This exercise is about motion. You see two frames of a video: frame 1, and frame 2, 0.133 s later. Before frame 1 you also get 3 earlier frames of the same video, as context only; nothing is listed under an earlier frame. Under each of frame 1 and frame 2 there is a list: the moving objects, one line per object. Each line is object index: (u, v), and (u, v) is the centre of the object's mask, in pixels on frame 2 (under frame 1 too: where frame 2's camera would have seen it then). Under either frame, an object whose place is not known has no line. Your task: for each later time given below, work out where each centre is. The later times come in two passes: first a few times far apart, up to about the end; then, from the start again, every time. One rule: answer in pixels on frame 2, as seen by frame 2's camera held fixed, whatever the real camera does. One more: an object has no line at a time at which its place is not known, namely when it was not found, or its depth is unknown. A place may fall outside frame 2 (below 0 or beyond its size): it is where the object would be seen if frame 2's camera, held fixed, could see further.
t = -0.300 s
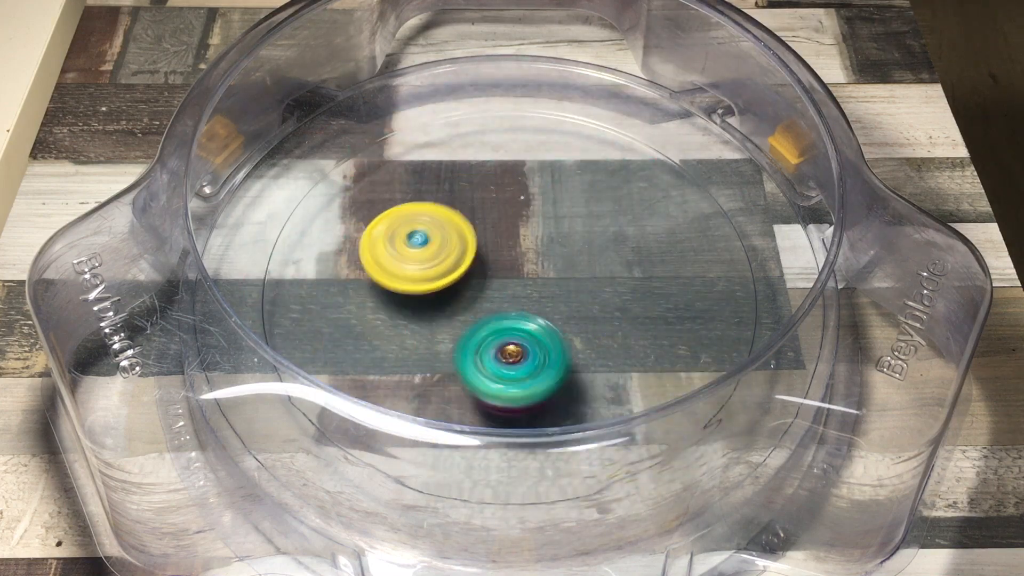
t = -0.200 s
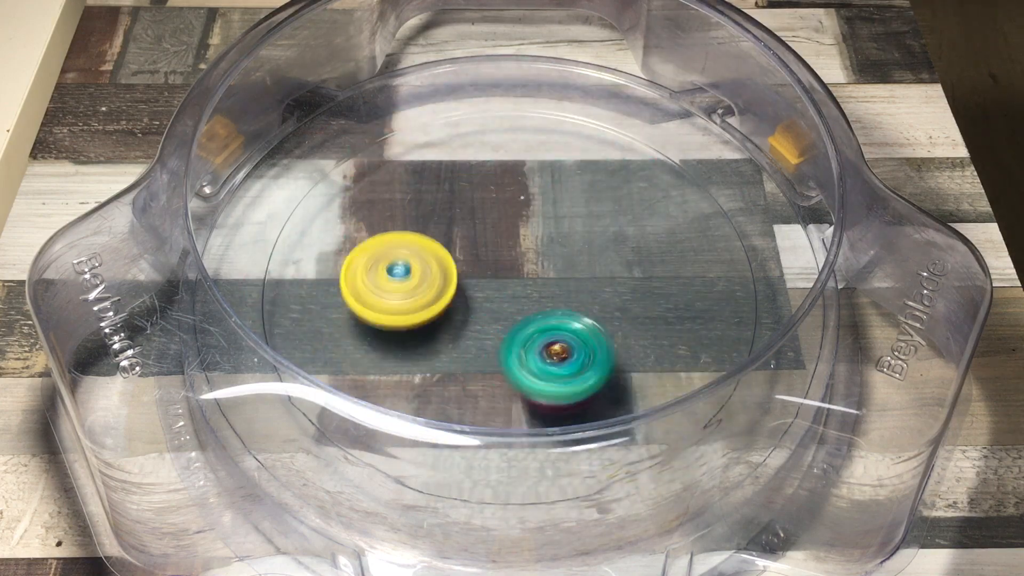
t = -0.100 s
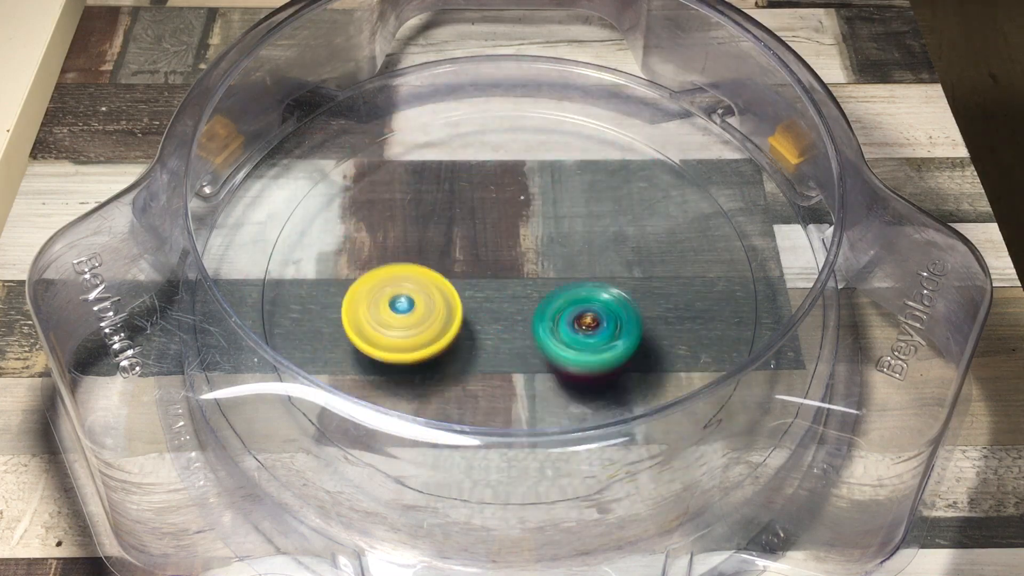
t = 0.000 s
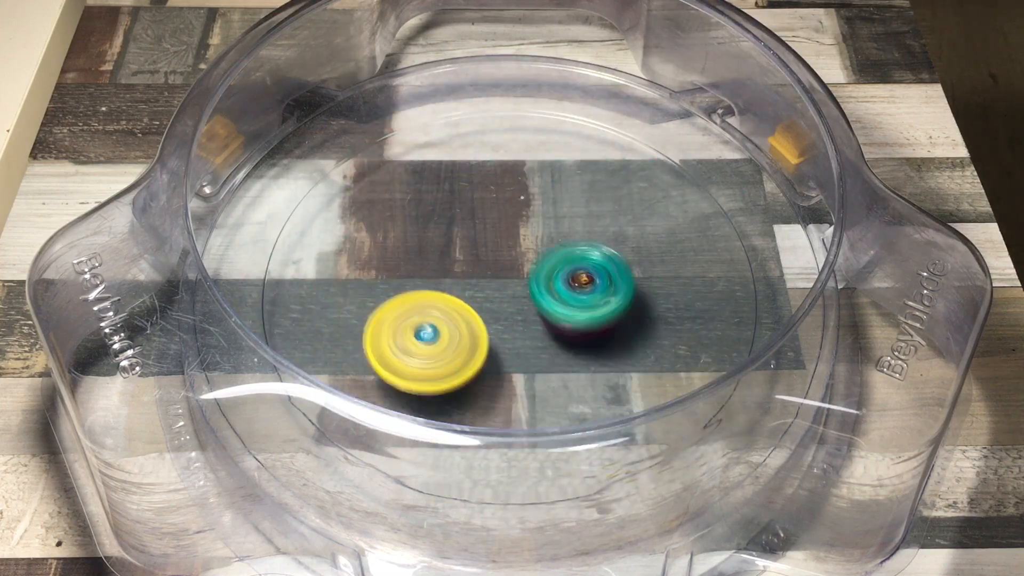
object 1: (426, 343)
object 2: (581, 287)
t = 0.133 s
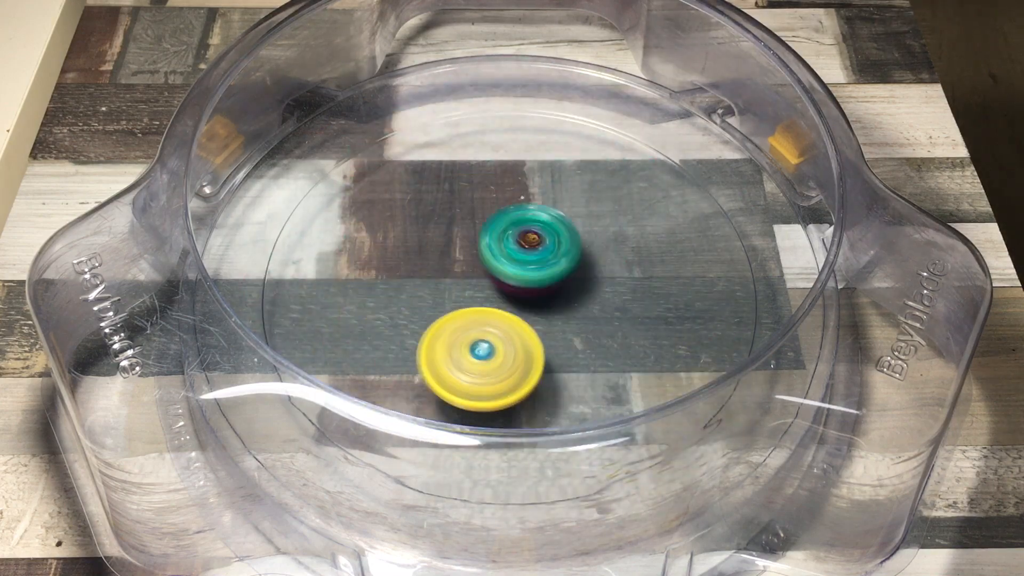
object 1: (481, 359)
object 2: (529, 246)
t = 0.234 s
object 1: (525, 351)
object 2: (483, 237)
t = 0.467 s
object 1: (579, 281)
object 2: (403, 267)
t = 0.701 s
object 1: (542, 213)
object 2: (462, 324)
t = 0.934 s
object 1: (466, 206)
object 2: (553, 267)
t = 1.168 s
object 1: (431, 257)
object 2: (526, 199)
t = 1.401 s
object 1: (478, 320)
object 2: (456, 225)
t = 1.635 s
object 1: (575, 346)
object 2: (491, 280)
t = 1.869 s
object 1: (666, 322)
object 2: (512, 237)
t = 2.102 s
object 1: (638, 268)
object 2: (478, 238)
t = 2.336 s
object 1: (563, 243)
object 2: (463, 294)
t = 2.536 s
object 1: (492, 238)
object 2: (491, 348)
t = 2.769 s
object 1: (431, 262)
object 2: (560, 319)
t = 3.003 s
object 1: (415, 304)
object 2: (521, 240)
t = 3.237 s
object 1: (450, 340)
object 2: (441, 223)
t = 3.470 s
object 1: (537, 335)
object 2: (446, 260)
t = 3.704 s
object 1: (609, 300)
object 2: (451, 228)
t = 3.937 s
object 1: (602, 248)
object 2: (489, 238)
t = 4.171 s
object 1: (583, 224)
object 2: (482, 252)
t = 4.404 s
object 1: (549, 232)
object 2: (494, 307)
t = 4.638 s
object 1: (516, 244)
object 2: (528, 359)
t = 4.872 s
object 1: (477, 272)
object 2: (562, 331)
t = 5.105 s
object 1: (422, 280)
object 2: (583, 304)
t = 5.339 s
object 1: (411, 283)
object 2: (535, 272)
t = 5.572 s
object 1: (400, 286)
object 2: (567, 263)
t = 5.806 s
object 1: (455, 277)
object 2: (559, 249)
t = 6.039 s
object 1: (488, 271)
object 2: (598, 240)
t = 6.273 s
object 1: (500, 264)
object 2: (628, 239)
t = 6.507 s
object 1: (510, 264)
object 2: (638, 263)
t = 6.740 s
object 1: (490, 267)
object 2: (592, 305)
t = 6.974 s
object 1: (457, 267)
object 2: (543, 329)
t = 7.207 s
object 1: (435, 256)
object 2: (502, 338)
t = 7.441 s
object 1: (440, 241)
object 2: (484, 322)
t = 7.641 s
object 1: (467, 229)
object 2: (495, 319)
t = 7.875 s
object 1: (512, 227)
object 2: (503, 315)
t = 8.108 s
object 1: (553, 258)
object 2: (490, 346)
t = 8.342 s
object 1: (588, 281)
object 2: (488, 334)
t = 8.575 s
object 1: (598, 294)
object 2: (470, 306)
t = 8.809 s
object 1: (562, 304)
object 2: (448, 307)
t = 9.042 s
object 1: (549, 294)
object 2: (443, 305)
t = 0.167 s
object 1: (495, 358)
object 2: (515, 242)
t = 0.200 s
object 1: (510, 355)
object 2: (498, 238)
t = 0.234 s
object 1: (525, 351)
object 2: (483, 237)
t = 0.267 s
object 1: (538, 344)
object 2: (470, 237)
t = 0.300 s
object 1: (550, 336)
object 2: (456, 239)
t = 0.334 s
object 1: (560, 326)
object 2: (442, 242)
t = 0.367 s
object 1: (568, 316)
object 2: (430, 246)
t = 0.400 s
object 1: (574, 304)
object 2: (420, 251)
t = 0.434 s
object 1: (577, 293)
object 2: (409, 258)
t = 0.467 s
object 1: (579, 281)
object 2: (403, 267)
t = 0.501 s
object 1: (579, 270)
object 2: (400, 276)
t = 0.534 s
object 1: (576, 258)
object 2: (401, 288)
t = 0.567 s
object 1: (572, 248)
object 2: (405, 298)
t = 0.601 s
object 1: (567, 238)
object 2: (415, 309)
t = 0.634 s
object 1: (560, 229)
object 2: (428, 317)
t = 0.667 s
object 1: (552, 220)
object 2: (444, 323)
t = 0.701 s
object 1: (542, 213)
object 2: (462, 324)
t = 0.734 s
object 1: (532, 207)
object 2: (481, 323)
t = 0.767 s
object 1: (520, 203)
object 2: (499, 318)
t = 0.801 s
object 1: (509, 200)
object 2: (514, 311)
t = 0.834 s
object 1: (497, 199)
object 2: (528, 301)
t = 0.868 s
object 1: (486, 200)
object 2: (539, 290)
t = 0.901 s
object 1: (475, 202)
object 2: (548, 278)
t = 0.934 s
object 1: (466, 206)
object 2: (553, 267)
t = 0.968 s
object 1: (457, 211)
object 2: (555, 255)
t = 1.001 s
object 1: (449, 216)
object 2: (555, 243)
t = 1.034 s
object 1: (443, 224)
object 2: (553, 232)
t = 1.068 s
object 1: (438, 231)
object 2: (550, 223)
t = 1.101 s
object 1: (434, 239)
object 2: (544, 214)
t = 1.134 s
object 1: (432, 248)
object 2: (536, 205)
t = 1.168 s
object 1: (431, 257)
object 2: (526, 199)
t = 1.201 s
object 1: (433, 267)
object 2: (516, 195)
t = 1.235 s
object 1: (436, 276)
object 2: (505, 193)
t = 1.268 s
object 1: (441, 286)
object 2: (491, 194)
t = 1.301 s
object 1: (447, 296)
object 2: (479, 198)
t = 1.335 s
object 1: (456, 305)
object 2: (468, 205)
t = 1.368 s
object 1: (466, 312)
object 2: (461, 214)
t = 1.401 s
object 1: (478, 320)
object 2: (456, 225)
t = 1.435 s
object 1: (492, 331)
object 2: (453, 233)
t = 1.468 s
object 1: (507, 339)
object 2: (452, 242)
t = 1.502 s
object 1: (522, 343)
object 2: (454, 250)
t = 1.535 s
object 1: (536, 346)
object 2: (459, 260)
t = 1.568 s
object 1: (550, 347)
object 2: (468, 269)
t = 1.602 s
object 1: (563, 347)
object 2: (479, 275)
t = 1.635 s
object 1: (575, 346)
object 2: (491, 280)
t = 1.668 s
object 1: (594, 349)
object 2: (498, 278)
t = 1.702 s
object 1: (613, 349)
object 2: (503, 271)
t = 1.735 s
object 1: (629, 346)
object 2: (507, 263)
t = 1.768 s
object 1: (642, 341)
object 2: (511, 256)
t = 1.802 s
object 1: (652, 336)
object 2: (513, 250)
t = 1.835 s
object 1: (660, 329)
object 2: (513, 243)
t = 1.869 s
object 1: (666, 322)
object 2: (512, 237)
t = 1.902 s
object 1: (670, 315)
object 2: (509, 232)
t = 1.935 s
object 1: (671, 306)
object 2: (505, 228)
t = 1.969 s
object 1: (670, 297)
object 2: (499, 226)
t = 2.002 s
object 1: (665, 289)
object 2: (492, 226)
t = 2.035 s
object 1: (658, 280)
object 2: (486, 228)
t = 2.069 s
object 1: (649, 274)
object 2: (481, 232)
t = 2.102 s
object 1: (638, 268)
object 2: (478, 238)
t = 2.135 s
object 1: (625, 262)
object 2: (477, 246)
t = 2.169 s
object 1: (611, 258)
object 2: (479, 254)
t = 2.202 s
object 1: (597, 255)
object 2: (483, 262)
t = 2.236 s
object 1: (590, 252)
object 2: (480, 269)
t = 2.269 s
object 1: (585, 248)
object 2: (472, 277)
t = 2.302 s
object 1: (575, 245)
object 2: (466, 285)
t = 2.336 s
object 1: (563, 243)
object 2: (463, 294)
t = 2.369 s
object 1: (550, 242)
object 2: (463, 303)
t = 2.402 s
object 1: (537, 242)
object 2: (465, 311)
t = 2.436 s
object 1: (524, 243)
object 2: (470, 319)
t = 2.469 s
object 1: (513, 242)
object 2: (476, 328)
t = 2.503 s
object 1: (504, 239)
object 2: (482, 339)
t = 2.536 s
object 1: (492, 238)
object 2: (491, 348)
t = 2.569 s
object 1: (481, 240)
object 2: (502, 354)
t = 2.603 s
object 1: (470, 241)
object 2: (515, 357)
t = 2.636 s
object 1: (460, 245)
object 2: (528, 357)
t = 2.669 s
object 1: (451, 248)
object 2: (541, 351)
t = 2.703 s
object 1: (444, 252)
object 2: (550, 342)
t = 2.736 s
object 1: (437, 257)
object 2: (558, 332)
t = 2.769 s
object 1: (431, 262)
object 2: (560, 319)
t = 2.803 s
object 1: (427, 267)
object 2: (560, 306)
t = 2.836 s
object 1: (424, 273)
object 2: (556, 294)
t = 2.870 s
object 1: (422, 279)
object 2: (549, 283)
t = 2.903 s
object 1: (423, 285)
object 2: (540, 272)
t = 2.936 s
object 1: (424, 290)
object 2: (530, 260)
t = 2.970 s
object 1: (418, 296)
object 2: (526, 250)
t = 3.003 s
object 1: (415, 304)
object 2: (521, 240)
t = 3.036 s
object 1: (414, 311)
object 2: (513, 231)
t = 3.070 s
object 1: (416, 318)
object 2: (503, 223)
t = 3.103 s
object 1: (419, 325)
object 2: (492, 217)
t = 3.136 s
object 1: (424, 330)
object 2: (479, 214)
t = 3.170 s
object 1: (431, 335)
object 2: (465, 213)
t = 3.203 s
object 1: (440, 338)
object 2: (452, 216)
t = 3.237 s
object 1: (450, 340)
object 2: (441, 223)
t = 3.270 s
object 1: (460, 341)
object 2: (434, 232)
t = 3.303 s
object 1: (471, 339)
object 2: (430, 243)
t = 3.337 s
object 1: (482, 338)
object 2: (431, 252)
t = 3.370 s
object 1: (496, 339)
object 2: (433, 256)
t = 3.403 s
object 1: (509, 337)
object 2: (436, 260)
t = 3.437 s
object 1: (521, 334)
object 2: (443, 263)
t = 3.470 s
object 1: (537, 335)
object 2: (446, 260)
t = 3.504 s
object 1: (554, 333)
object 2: (446, 254)
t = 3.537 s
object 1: (567, 330)
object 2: (447, 248)
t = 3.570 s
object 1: (577, 325)
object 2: (448, 242)
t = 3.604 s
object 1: (587, 319)
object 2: (448, 237)
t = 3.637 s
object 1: (596, 313)
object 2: (449, 233)
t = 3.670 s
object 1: (603, 307)
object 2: (449, 230)
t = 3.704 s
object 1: (609, 300)
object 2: (451, 228)
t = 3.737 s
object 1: (612, 292)
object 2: (453, 228)
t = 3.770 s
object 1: (614, 284)
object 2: (456, 228)
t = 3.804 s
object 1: (616, 276)
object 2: (461, 229)
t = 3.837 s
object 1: (615, 268)
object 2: (467, 230)
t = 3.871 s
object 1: (612, 261)
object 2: (474, 232)
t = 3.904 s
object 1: (608, 255)
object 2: (480, 235)
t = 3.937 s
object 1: (602, 248)
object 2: (489, 238)
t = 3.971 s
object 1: (604, 244)
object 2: (489, 238)
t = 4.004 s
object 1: (606, 240)
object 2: (485, 239)
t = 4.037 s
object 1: (605, 235)
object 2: (482, 239)
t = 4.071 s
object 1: (600, 230)
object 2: (482, 242)
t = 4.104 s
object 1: (595, 227)
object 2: (481, 245)
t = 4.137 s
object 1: (588, 225)
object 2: (482, 249)
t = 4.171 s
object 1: (583, 224)
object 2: (482, 252)
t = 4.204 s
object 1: (580, 223)
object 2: (479, 258)
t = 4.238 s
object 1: (575, 222)
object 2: (477, 267)
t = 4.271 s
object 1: (568, 223)
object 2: (479, 276)
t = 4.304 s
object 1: (563, 225)
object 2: (482, 283)
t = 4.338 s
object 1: (559, 226)
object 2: (483, 290)
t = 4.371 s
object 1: (554, 229)
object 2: (487, 298)
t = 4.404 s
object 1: (549, 232)
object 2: (494, 307)
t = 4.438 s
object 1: (544, 233)
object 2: (499, 314)
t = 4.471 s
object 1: (543, 229)
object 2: (501, 325)
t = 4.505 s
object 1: (540, 228)
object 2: (502, 335)
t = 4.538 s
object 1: (534, 230)
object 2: (506, 345)
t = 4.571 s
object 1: (527, 234)
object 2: (512, 350)
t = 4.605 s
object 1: (522, 238)
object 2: (519, 357)
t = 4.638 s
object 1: (516, 244)
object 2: (528, 359)
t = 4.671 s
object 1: (511, 249)
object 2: (538, 359)
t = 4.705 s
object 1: (506, 254)
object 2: (547, 353)
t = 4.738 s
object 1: (502, 260)
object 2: (551, 344)
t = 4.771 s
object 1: (497, 264)
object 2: (553, 338)
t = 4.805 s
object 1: (491, 265)
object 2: (559, 338)
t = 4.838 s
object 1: (483, 268)
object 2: (561, 334)
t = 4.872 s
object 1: (477, 272)
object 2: (562, 331)
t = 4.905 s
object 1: (471, 275)
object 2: (562, 326)
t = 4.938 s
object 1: (466, 277)
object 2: (564, 322)
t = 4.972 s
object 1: (461, 281)
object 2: (563, 317)
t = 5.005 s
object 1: (449, 280)
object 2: (569, 316)
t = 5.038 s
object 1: (437, 278)
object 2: (576, 312)
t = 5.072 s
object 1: (428, 279)
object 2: (580, 308)
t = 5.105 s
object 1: (422, 280)
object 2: (583, 304)
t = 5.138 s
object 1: (417, 281)
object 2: (585, 298)
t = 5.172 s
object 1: (413, 281)
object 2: (580, 293)
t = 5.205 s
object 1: (411, 281)
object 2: (575, 289)
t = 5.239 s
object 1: (409, 282)
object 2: (568, 283)
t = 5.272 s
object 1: (409, 282)
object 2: (556, 278)
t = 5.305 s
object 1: (410, 283)
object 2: (546, 275)
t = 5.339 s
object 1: (411, 283)
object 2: (535, 272)
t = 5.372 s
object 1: (412, 283)
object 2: (523, 272)
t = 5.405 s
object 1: (399, 282)
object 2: (528, 274)
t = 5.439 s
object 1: (390, 282)
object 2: (534, 271)
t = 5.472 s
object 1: (389, 284)
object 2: (543, 272)
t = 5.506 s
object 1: (392, 286)
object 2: (552, 269)
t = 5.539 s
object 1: (395, 286)
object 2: (560, 266)
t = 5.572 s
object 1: (400, 286)
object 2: (567, 263)
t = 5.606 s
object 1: (406, 286)
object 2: (572, 258)
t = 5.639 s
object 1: (412, 286)
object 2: (574, 255)
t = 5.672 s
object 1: (420, 285)
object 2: (575, 251)
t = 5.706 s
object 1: (429, 284)
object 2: (572, 250)
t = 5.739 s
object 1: (438, 282)
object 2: (570, 249)
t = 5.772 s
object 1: (447, 280)
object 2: (564, 247)
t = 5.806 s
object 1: (455, 277)
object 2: (559, 249)
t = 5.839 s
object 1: (453, 277)
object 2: (565, 248)
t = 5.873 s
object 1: (453, 277)
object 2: (571, 249)
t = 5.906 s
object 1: (458, 277)
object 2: (578, 245)
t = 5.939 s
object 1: (465, 277)
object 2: (587, 244)
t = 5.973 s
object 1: (473, 275)
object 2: (592, 242)
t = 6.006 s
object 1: (480, 273)
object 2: (595, 242)
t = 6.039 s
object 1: (488, 271)
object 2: (598, 240)
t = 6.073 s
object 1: (494, 269)
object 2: (598, 241)
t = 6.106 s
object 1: (494, 268)
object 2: (607, 239)
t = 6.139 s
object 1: (498, 268)
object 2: (609, 239)
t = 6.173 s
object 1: (503, 267)
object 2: (613, 238)
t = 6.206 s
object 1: (508, 266)
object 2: (612, 239)
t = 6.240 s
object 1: (502, 265)
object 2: (624, 242)
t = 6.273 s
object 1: (500, 264)
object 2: (628, 239)
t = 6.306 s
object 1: (501, 265)
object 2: (634, 240)
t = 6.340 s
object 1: (503, 265)
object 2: (639, 242)
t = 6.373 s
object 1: (505, 264)
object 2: (644, 244)
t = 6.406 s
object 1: (506, 264)
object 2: (645, 249)
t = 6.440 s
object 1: (507, 264)
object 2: (647, 253)
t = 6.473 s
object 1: (508, 264)
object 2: (642, 259)
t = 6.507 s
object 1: (510, 264)
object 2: (638, 263)
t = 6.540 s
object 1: (511, 265)
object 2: (631, 270)
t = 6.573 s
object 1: (512, 265)
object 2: (622, 273)
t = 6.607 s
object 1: (506, 264)
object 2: (618, 283)
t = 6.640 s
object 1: (500, 264)
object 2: (613, 288)
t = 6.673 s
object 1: (496, 266)
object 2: (607, 296)
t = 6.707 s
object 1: (493, 266)
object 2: (599, 299)
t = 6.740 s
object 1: (490, 267)
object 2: (592, 305)
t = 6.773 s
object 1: (483, 265)
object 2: (586, 309)
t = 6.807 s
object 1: (476, 264)
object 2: (582, 315)
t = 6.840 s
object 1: (470, 265)
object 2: (575, 320)
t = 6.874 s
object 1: (466, 265)
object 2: (568, 323)
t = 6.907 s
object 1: (462, 266)
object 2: (560, 327)
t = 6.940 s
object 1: (459, 266)
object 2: (552, 327)
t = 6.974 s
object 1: (457, 267)
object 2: (543, 329)
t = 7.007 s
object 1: (455, 267)
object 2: (536, 327)
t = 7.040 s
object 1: (449, 264)
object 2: (531, 330)
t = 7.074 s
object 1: (445, 263)
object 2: (521, 331)
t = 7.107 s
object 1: (443, 263)
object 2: (515, 331)
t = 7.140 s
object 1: (439, 259)
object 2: (509, 335)
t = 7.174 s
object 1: (437, 257)
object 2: (504, 335)
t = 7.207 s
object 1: (435, 256)
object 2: (502, 338)
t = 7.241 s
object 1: (435, 254)
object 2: (496, 335)
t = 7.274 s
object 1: (435, 252)
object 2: (494, 334)
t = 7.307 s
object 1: (435, 250)
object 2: (491, 331)
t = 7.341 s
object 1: (436, 248)
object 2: (487, 327)
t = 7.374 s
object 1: (437, 245)
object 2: (486, 328)
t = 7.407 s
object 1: (437, 244)
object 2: (484, 324)
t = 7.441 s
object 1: (440, 241)
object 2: (484, 322)
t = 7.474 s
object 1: (442, 238)
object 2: (484, 324)
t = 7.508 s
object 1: (447, 237)
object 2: (485, 322)
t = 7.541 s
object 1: (452, 236)
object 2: (489, 322)
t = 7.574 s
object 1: (456, 232)
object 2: (489, 318)
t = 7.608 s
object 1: (461, 231)
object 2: (492, 316)
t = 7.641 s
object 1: (467, 229)
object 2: (495, 319)
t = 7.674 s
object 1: (471, 227)
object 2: (501, 316)
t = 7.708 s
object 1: (477, 227)
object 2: (507, 314)
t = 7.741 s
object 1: (483, 225)
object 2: (509, 312)
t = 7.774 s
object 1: (490, 225)
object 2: (512, 307)
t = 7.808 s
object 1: (497, 224)
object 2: (513, 307)
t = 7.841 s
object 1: (506, 224)
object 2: (508, 309)
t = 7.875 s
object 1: (512, 227)
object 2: (503, 315)
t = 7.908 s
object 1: (519, 229)
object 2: (500, 322)
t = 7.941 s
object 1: (524, 233)
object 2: (492, 331)
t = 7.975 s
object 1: (530, 238)
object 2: (491, 336)
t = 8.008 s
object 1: (536, 242)
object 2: (493, 339)
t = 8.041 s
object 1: (542, 247)
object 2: (496, 345)
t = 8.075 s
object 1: (547, 253)
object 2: (492, 347)
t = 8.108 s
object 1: (553, 258)
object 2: (490, 346)
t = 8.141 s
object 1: (558, 263)
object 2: (490, 345)
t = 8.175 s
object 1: (562, 268)
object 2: (495, 344)
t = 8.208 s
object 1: (568, 272)
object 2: (491, 343)
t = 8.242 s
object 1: (571, 276)
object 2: (491, 340)
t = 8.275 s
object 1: (577, 279)
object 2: (490, 338)
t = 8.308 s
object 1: (584, 279)
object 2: (488, 336)
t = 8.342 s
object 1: (588, 281)
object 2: (488, 334)
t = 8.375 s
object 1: (592, 282)
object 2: (488, 333)
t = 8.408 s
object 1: (595, 285)
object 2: (488, 331)
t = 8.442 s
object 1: (598, 287)
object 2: (485, 327)
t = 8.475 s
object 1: (599, 290)
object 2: (483, 320)
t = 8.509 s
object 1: (601, 291)
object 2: (480, 314)
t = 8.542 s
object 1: (600, 292)
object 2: (476, 310)
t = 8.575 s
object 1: (598, 294)
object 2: (470, 306)
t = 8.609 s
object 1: (595, 296)
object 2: (463, 304)
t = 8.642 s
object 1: (591, 298)
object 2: (458, 304)
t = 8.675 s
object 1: (587, 299)
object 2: (454, 305)
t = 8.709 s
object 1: (582, 301)
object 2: (452, 305)
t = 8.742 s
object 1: (575, 302)
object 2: (451, 306)
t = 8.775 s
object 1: (569, 303)
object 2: (449, 306)
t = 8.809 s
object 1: (562, 304)
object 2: (448, 307)
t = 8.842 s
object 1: (555, 304)
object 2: (449, 307)
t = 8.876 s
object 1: (551, 304)
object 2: (446, 306)
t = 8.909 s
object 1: (548, 303)
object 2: (442, 306)
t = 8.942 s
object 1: (547, 301)
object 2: (441, 307)
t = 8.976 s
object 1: (547, 298)
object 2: (440, 308)
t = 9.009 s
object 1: (547, 296)
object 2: (441, 307)
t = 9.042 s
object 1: (549, 294)
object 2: (443, 305)
